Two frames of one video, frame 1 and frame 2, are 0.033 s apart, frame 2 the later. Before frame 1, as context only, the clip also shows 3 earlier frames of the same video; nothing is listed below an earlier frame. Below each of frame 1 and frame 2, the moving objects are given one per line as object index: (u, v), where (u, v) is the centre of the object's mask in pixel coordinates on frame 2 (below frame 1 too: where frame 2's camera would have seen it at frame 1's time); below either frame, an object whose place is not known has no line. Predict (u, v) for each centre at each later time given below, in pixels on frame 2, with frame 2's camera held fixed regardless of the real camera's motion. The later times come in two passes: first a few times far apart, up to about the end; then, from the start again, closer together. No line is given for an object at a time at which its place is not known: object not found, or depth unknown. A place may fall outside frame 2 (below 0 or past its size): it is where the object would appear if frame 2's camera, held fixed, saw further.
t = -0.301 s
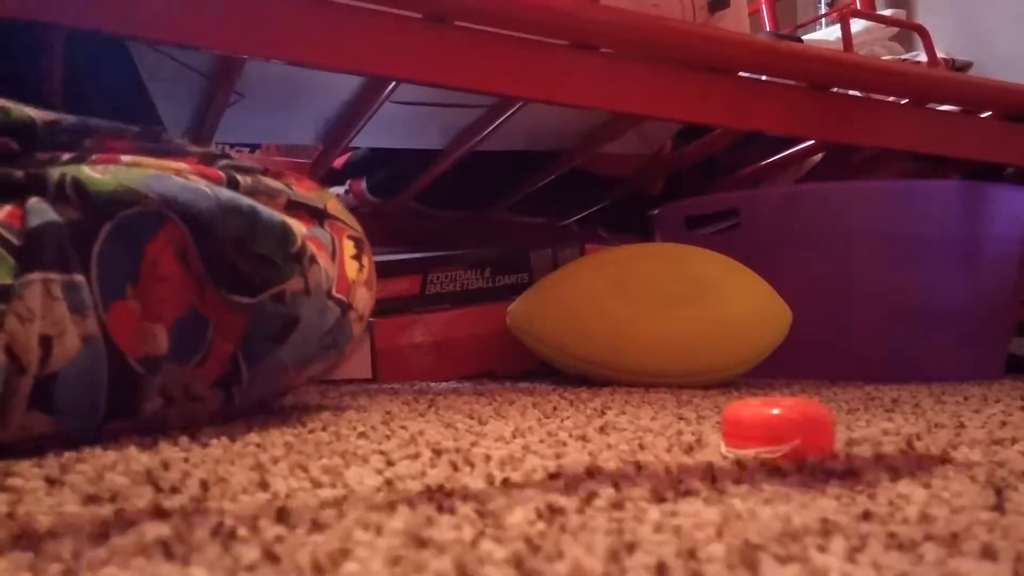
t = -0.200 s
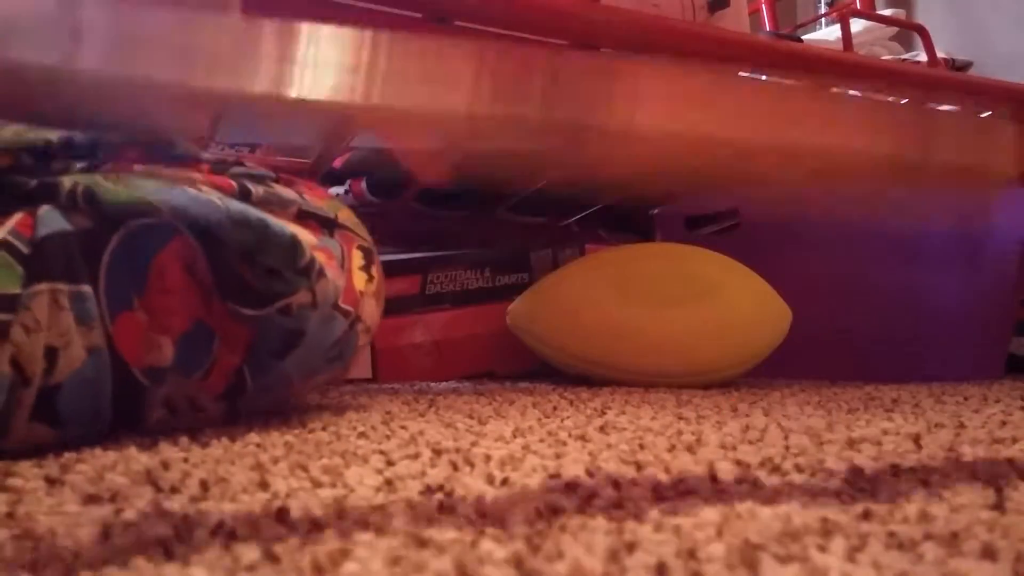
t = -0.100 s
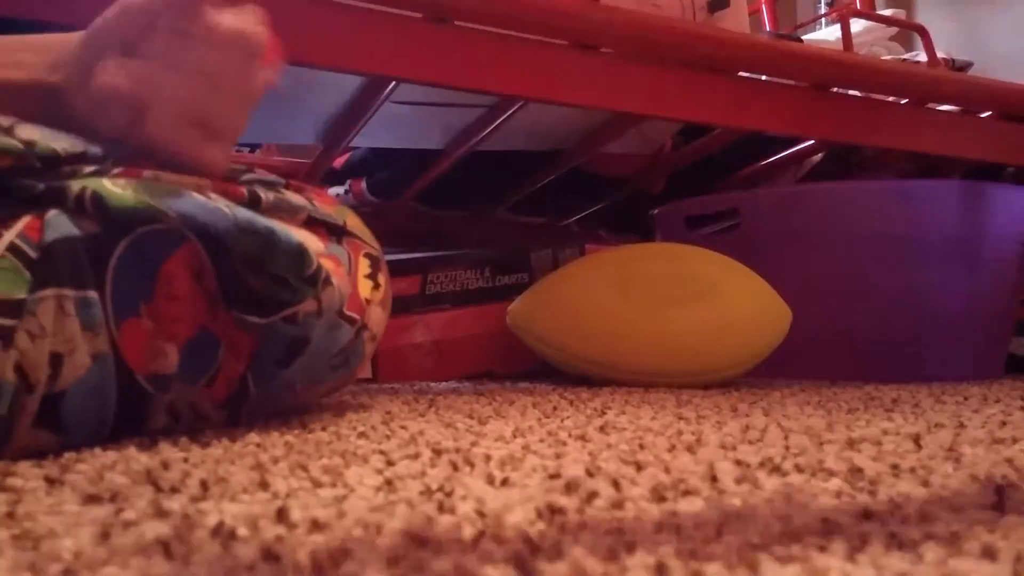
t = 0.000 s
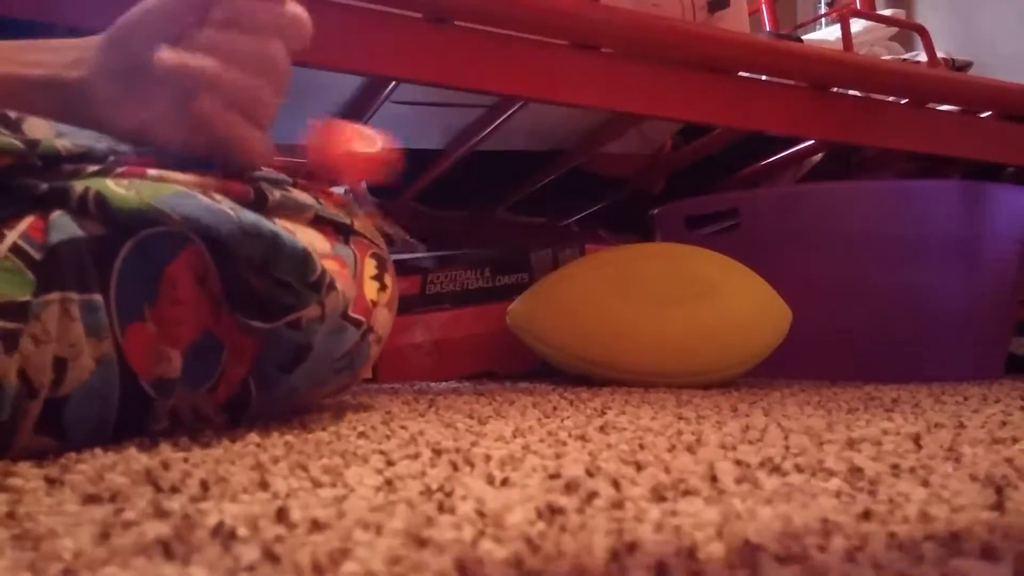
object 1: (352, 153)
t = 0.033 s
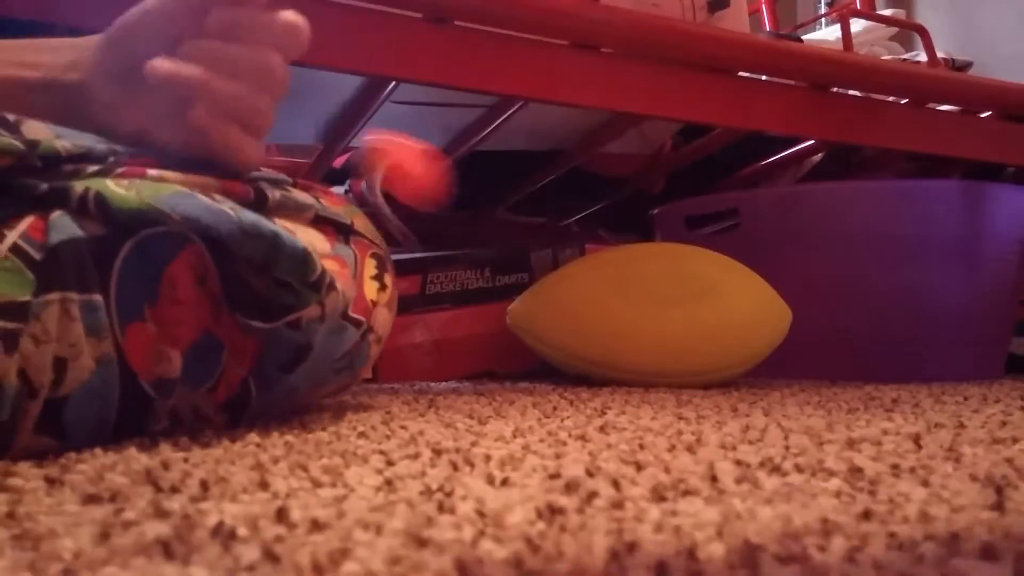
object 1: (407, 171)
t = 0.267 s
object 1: (708, 339)
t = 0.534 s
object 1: (888, 370)
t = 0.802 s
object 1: (952, 369)
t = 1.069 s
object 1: (930, 374)
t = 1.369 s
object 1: (930, 375)
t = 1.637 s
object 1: (930, 375)
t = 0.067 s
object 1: (456, 202)
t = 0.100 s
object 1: (505, 252)
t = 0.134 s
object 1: (556, 333)
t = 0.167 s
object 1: (603, 371)
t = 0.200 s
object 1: (634, 350)
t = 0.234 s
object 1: (675, 337)
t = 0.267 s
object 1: (708, 339)
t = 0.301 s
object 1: (744, 362)
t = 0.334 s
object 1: (776, 374)
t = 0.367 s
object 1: (799, 366)
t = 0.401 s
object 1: (821, 367)
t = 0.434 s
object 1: (845, 373)
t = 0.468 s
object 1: (859, 369)
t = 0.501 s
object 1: (875, 372)
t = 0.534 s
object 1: (888, 370)
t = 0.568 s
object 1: (901, 370)
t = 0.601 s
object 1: (912, 369)
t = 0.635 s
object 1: (923, 370)
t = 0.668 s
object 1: (932, 370)
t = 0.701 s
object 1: (940, 369)
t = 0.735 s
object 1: (944, 370)
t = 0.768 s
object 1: (948, 370)
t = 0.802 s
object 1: (952, 369)
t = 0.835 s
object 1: (955, 369)
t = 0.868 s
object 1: (956, 369)
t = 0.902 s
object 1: (955, 369)
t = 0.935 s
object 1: (951, 370)
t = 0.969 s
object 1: (947, 372)
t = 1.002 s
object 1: (942, 372)
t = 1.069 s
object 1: (930, 374)
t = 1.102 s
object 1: (929, 375)
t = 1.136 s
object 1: (930, 375)
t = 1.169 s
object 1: (930, 375)
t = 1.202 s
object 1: (930, 376)
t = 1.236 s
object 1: (930, 375)
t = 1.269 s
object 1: (930, 375)
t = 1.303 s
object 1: (930, 375)
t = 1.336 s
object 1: (930, 375)
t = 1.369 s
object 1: (930, 375)
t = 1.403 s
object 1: (930, 375)
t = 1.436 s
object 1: (930, 375)
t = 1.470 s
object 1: (930, 375)
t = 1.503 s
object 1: (930, 375)
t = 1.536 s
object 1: (930, 375)
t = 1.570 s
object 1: (930, 375)
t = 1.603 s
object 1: (930, 375)
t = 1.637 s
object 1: (930, 375)
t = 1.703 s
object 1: (930, 376)
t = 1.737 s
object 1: (930, 376)
